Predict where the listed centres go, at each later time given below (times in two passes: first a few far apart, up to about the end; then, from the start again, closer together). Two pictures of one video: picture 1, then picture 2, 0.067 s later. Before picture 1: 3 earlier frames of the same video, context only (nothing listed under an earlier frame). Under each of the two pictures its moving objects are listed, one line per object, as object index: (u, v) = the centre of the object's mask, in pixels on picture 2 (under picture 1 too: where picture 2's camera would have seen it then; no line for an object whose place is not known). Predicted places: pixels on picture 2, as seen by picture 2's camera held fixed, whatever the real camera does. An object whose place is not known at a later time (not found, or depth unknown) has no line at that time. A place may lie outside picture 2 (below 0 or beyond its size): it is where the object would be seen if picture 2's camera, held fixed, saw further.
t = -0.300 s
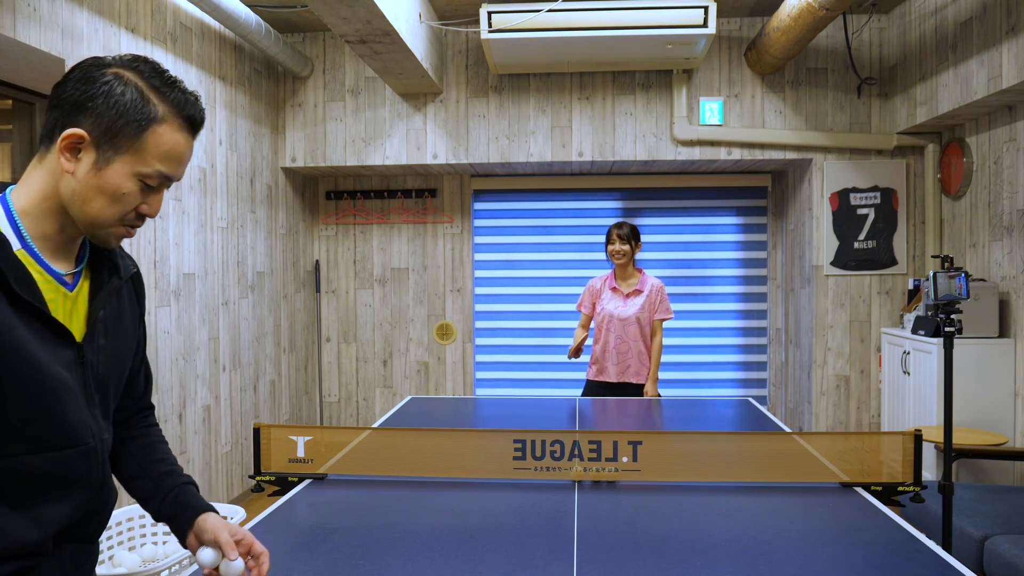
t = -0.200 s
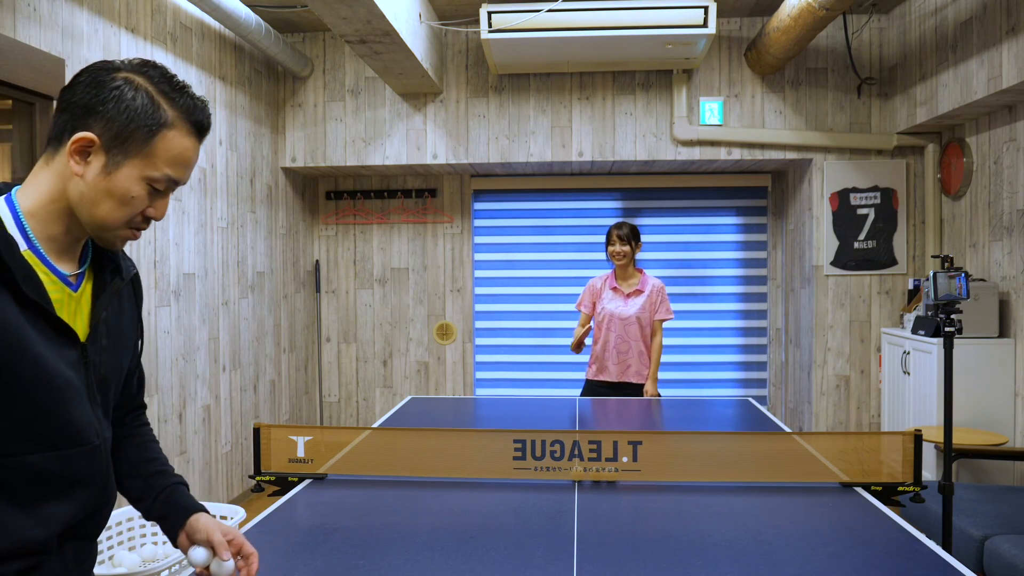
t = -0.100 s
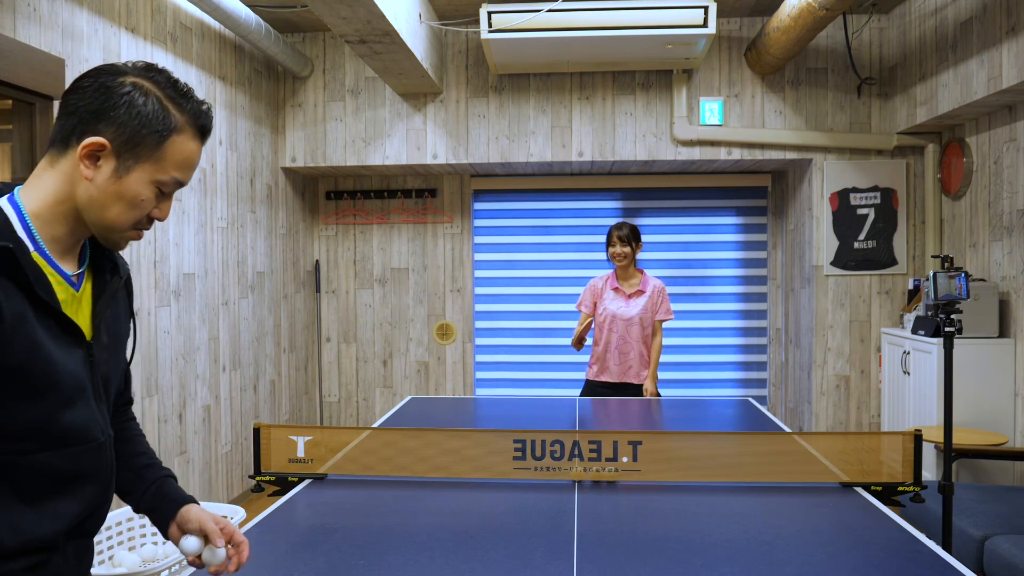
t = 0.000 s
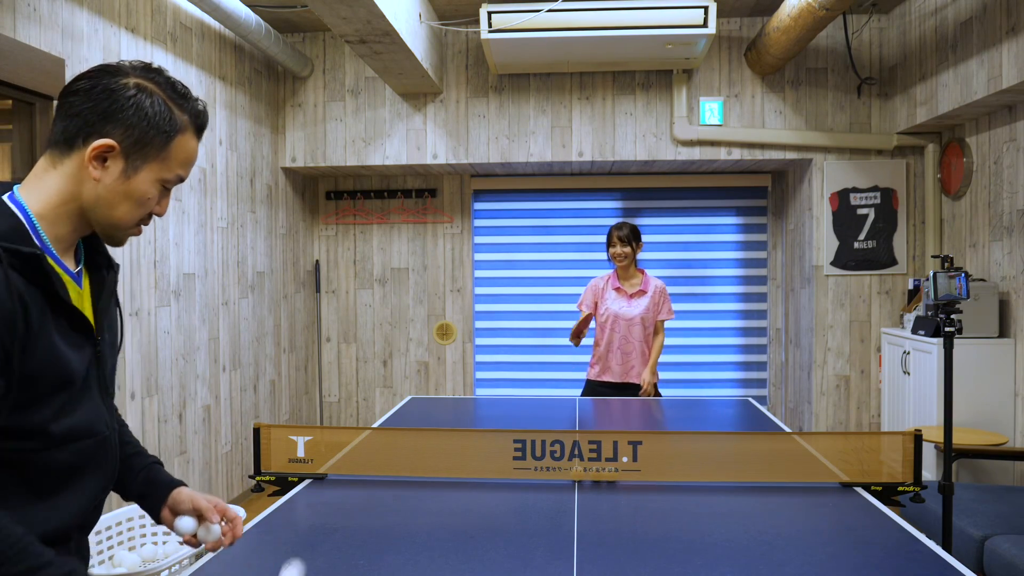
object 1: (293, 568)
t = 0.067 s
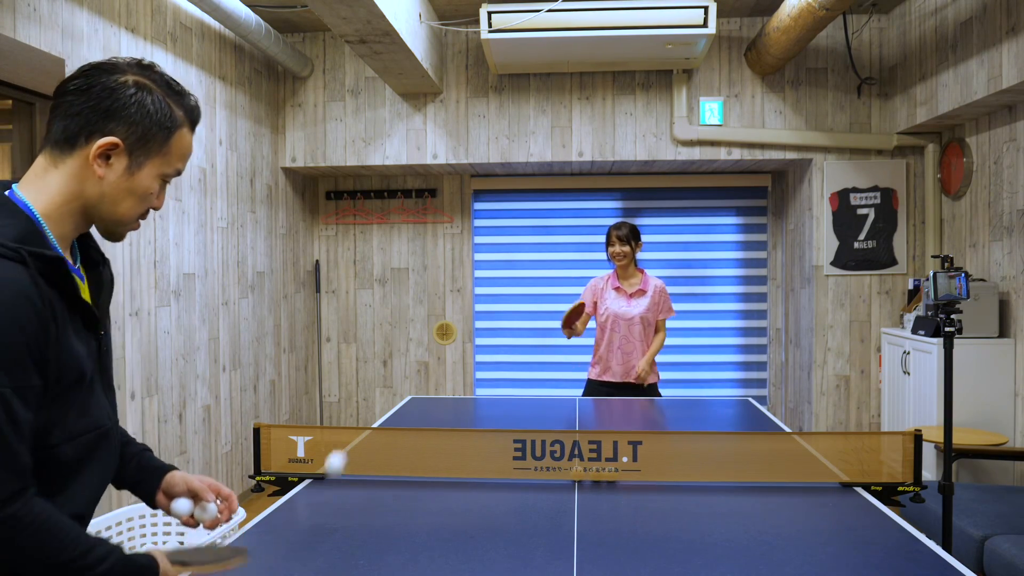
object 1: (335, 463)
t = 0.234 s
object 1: (399, 364)
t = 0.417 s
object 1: (439, 384)
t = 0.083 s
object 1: (345, 442)
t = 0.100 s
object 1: (352, 426)
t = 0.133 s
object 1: (366, 400)
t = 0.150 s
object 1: (373, 390)
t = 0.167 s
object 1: (379, 382)
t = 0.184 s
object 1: (385, 376)
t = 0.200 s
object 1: (390, 371)
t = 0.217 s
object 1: (394, 367)
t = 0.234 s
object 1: (399, 364)
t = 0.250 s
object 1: (404, 362)
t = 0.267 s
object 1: (408, 361)
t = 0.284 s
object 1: (412, 361)
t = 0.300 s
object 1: (415, 361)
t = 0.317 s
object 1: (420, 363)
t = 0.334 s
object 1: (423, 365)
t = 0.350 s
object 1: (426, 368)
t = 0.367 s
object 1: (430, 371)
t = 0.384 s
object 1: (433, 374)
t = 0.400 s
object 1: (436, 379)
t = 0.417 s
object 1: (439, 384)
